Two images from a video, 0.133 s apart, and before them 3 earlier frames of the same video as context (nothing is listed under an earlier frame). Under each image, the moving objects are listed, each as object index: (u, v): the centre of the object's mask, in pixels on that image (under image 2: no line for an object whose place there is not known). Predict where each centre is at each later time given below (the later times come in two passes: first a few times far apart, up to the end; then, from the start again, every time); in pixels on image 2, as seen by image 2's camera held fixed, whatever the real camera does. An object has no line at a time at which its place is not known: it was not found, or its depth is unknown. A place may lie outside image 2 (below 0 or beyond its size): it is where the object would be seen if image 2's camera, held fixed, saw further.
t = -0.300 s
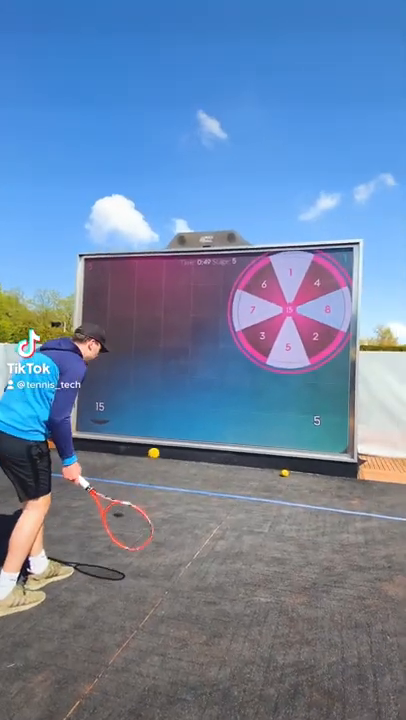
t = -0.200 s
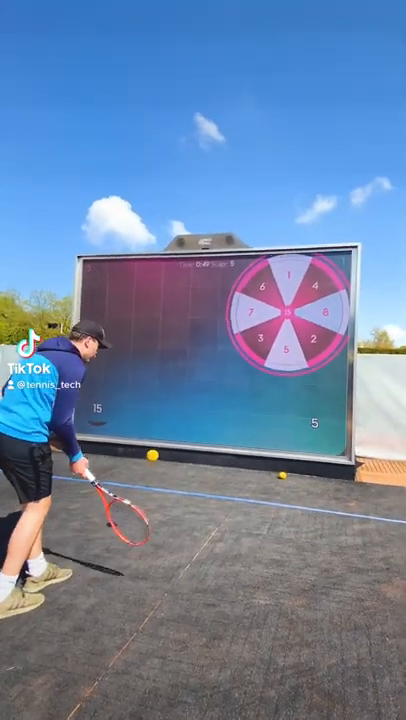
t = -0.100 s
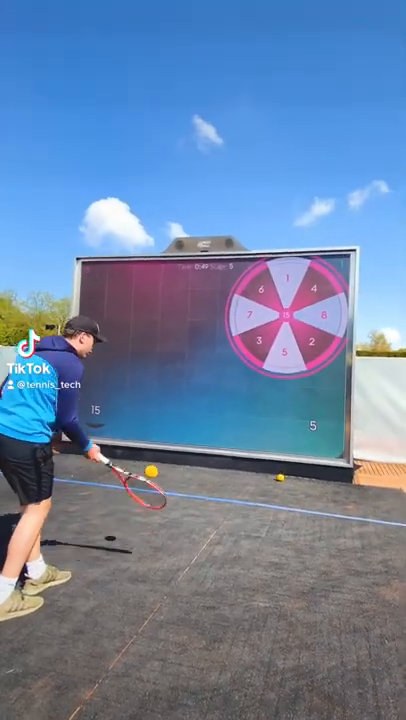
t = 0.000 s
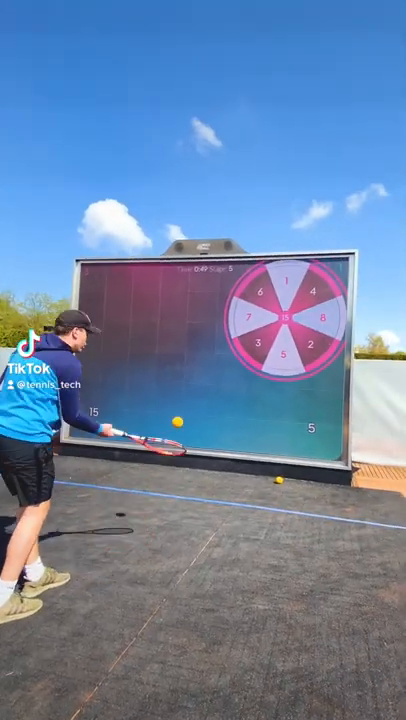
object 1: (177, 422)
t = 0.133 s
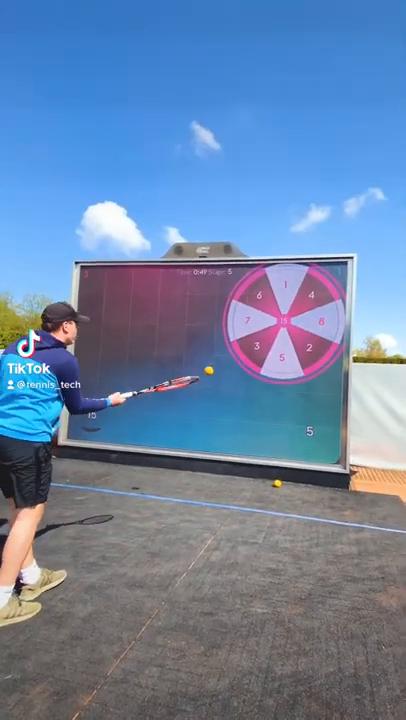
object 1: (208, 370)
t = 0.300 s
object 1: (234, 345)
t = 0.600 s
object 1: (251, 352)
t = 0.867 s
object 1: (236, 396)
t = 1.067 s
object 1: (220, 480)
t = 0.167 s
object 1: (215, 363)
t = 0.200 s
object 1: (220, 356)
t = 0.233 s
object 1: (225, 352)
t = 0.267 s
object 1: (230, 348)
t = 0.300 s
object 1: (234, 345)
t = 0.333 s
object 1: (237, 344)
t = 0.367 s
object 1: (241, 343)
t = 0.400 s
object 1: (244, 344)
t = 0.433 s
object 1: (248, 345)
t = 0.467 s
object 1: (251, 347)
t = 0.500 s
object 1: (253, 349)
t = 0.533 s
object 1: (253, 350)
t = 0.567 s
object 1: (252, 350)
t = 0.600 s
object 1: (251, 352)
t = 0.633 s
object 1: (249, 354)
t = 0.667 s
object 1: (247, 357)
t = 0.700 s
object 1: (246, 362)
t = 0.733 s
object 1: (244, 366)
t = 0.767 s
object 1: (242, 372)
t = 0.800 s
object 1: (240, 379)
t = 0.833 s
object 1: (237, 387)
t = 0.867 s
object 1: (236, 396)
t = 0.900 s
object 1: (233, 406)
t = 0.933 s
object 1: (231, 418)
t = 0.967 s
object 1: (228, 431)
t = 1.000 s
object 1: (225, 446)
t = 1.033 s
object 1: (222, 463)
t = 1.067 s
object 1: (220, 480)
